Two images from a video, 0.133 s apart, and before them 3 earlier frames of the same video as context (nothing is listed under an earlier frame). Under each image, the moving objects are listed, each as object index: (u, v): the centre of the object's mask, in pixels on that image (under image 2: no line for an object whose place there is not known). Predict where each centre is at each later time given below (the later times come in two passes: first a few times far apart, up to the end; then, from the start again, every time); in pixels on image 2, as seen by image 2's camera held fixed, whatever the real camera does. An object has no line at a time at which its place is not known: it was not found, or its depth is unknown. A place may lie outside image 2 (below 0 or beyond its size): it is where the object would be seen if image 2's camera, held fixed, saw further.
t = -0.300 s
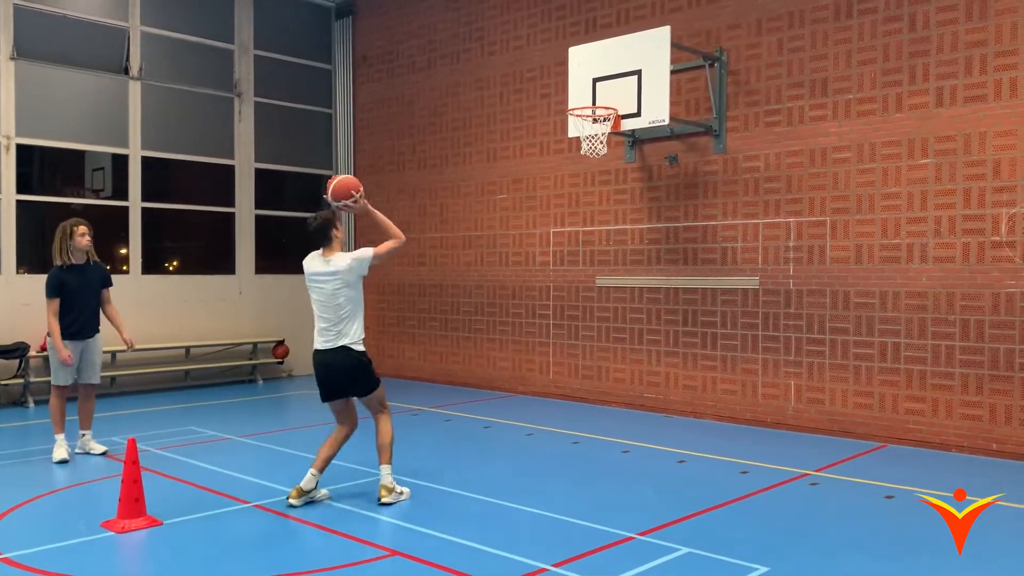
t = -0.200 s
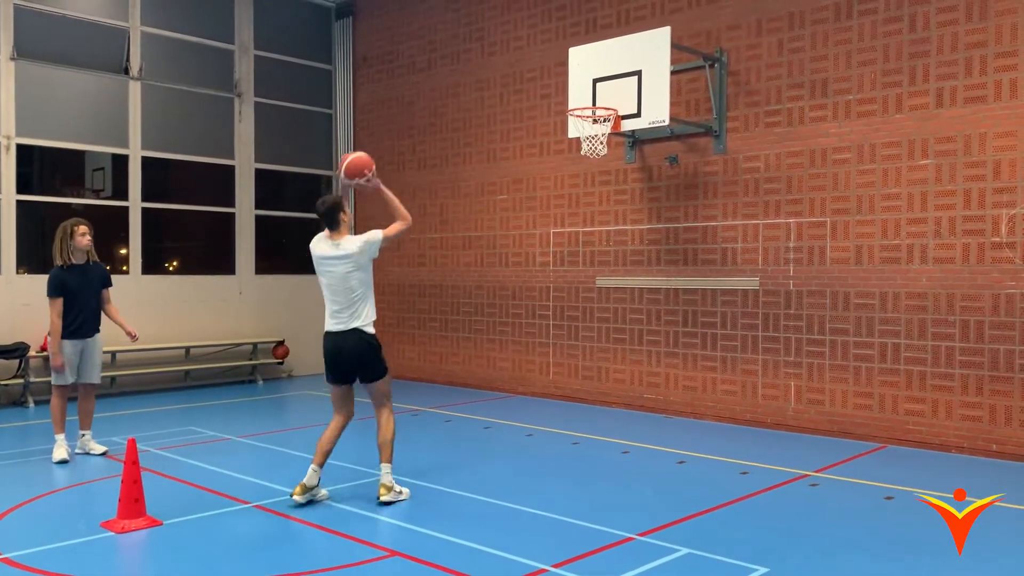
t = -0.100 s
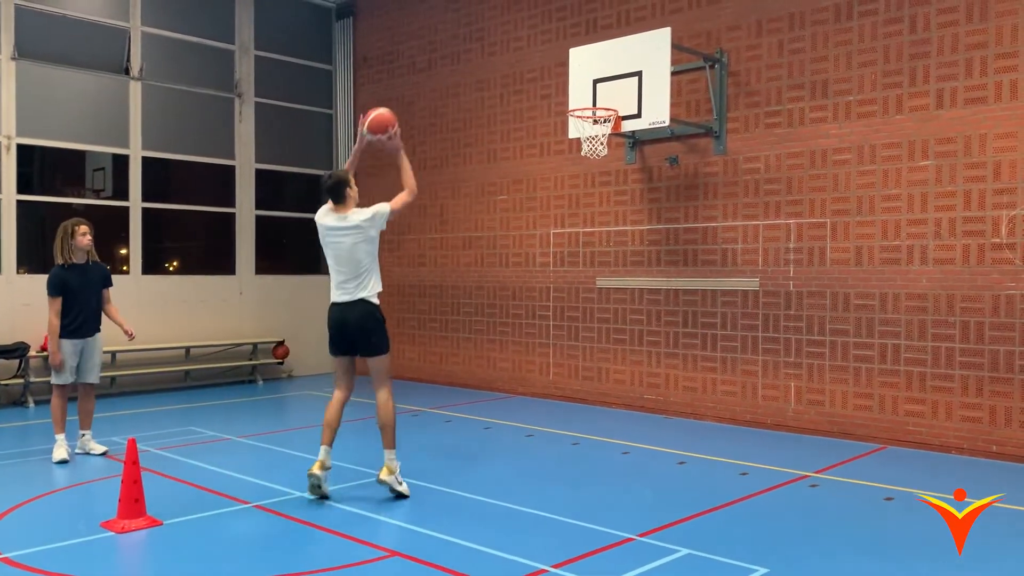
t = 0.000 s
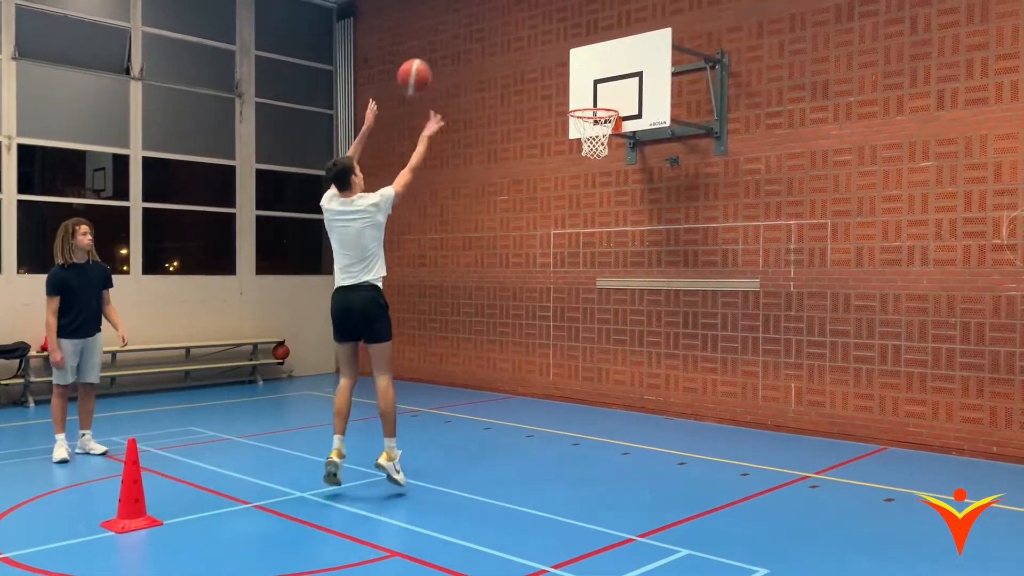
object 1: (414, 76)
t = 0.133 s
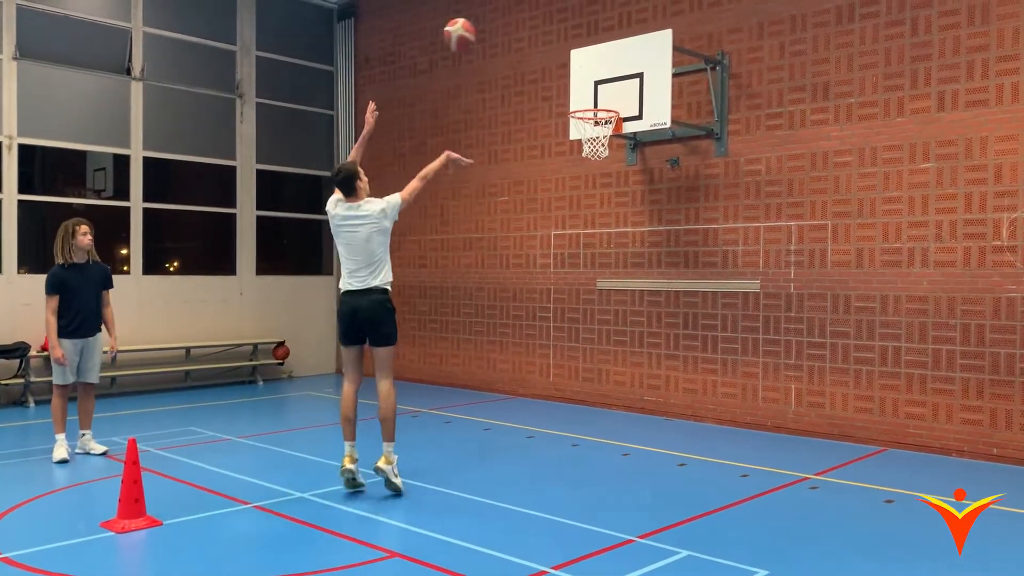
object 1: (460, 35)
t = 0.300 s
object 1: (508, 18)
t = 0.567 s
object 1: (573, 59)
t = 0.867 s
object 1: (583, 155)
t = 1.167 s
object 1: (542, 265)
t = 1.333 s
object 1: (519, 365)
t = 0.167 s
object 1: (469, 26)
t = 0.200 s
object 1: (479, 21)
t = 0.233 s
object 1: (489, 20)
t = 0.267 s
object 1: (499, 19)
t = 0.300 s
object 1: (508, 18)
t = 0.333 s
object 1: (516, 19)
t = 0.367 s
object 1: (525, 20)
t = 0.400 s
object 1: (534, 25)
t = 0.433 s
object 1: (542, 29)
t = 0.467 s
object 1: (550, 35)
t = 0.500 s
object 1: (558, 42)
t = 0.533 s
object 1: (565, 50)
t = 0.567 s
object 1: (573, 59)
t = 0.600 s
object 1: (580, 69)
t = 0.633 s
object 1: (587, 80)
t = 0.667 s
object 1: (593, 92)
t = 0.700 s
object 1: (600, 104)
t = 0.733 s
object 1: (603, 117)
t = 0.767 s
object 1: (598, 125)
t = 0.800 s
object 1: (592, 134)
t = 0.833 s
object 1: (588, 147)
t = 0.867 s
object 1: (583, 155)
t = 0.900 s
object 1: (579, 161)
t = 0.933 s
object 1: (573, 170)
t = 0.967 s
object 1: (569, 181)
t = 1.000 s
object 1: (564, 192)
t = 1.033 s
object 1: (559, 205)
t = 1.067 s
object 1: (556, 218)
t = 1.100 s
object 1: (550, 233)
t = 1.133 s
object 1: (545, 250)
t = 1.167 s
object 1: (542, 265)
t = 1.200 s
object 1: (538, 283)
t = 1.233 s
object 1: (532, 303)
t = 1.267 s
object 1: (528, 321)
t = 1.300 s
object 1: (522, 343)
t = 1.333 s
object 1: (519, 365)
